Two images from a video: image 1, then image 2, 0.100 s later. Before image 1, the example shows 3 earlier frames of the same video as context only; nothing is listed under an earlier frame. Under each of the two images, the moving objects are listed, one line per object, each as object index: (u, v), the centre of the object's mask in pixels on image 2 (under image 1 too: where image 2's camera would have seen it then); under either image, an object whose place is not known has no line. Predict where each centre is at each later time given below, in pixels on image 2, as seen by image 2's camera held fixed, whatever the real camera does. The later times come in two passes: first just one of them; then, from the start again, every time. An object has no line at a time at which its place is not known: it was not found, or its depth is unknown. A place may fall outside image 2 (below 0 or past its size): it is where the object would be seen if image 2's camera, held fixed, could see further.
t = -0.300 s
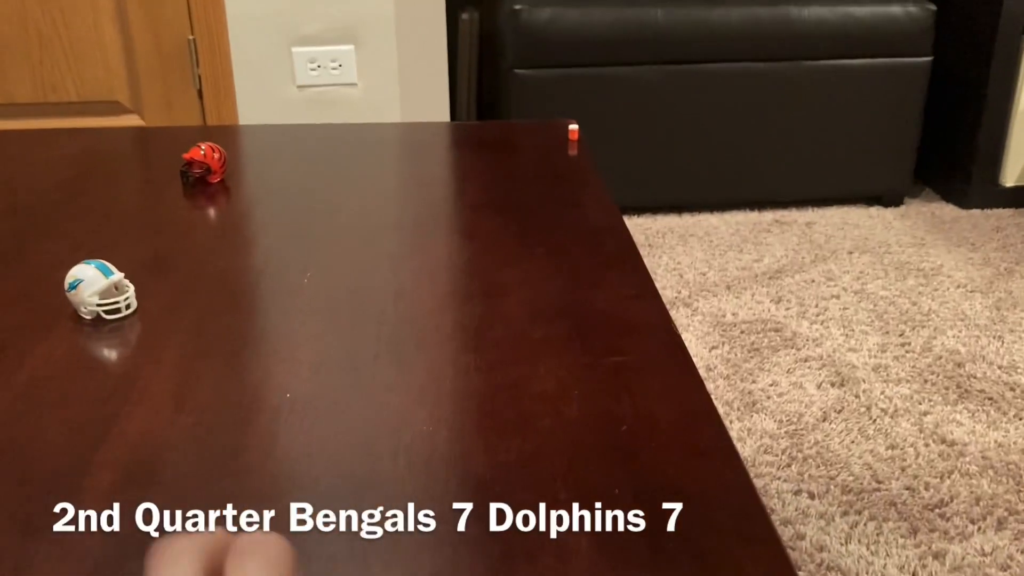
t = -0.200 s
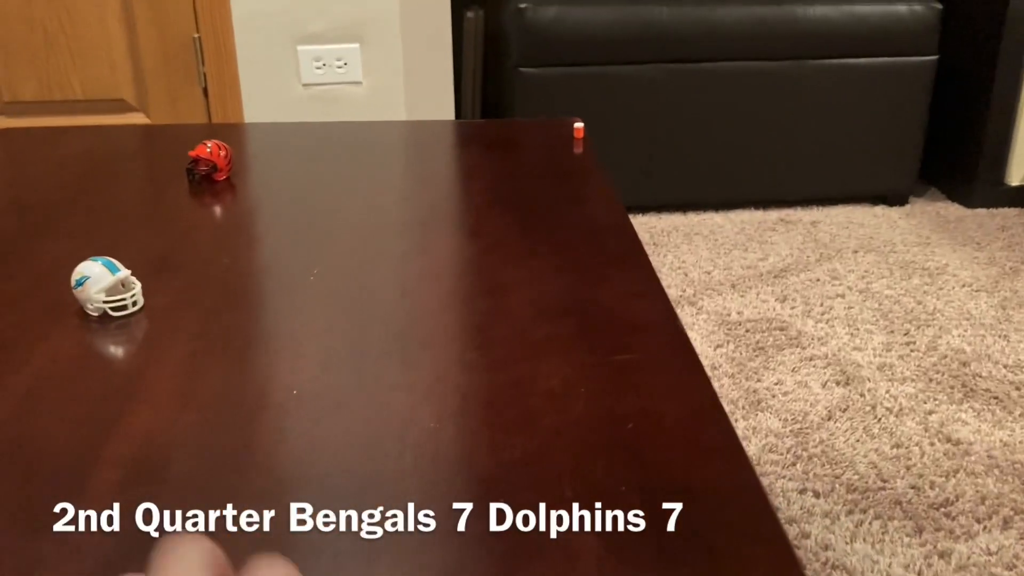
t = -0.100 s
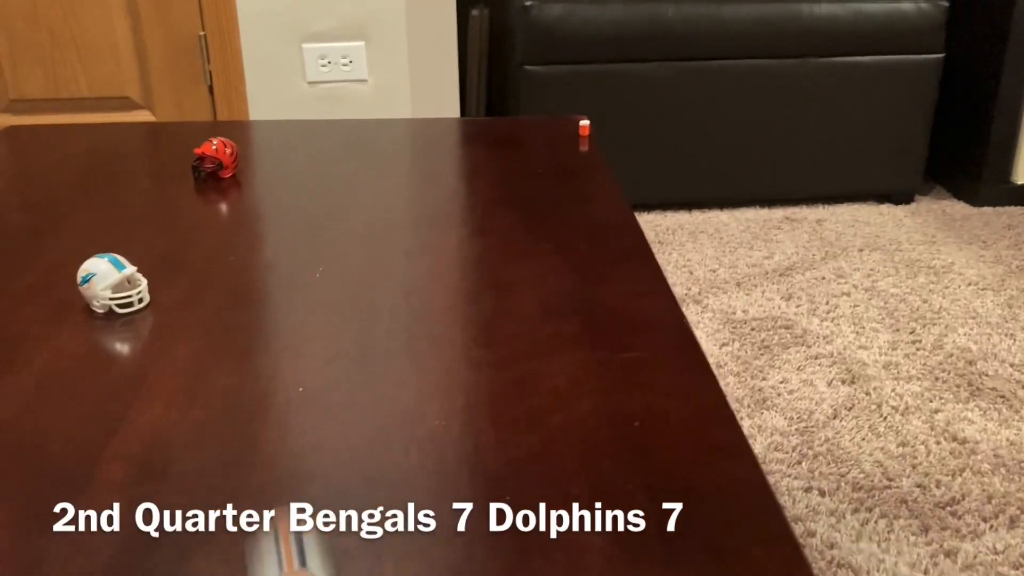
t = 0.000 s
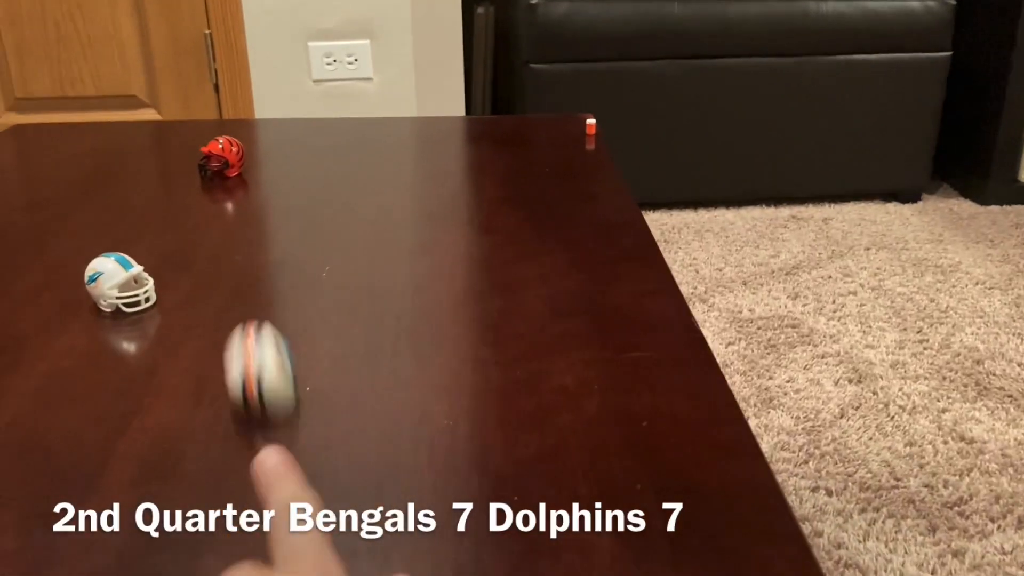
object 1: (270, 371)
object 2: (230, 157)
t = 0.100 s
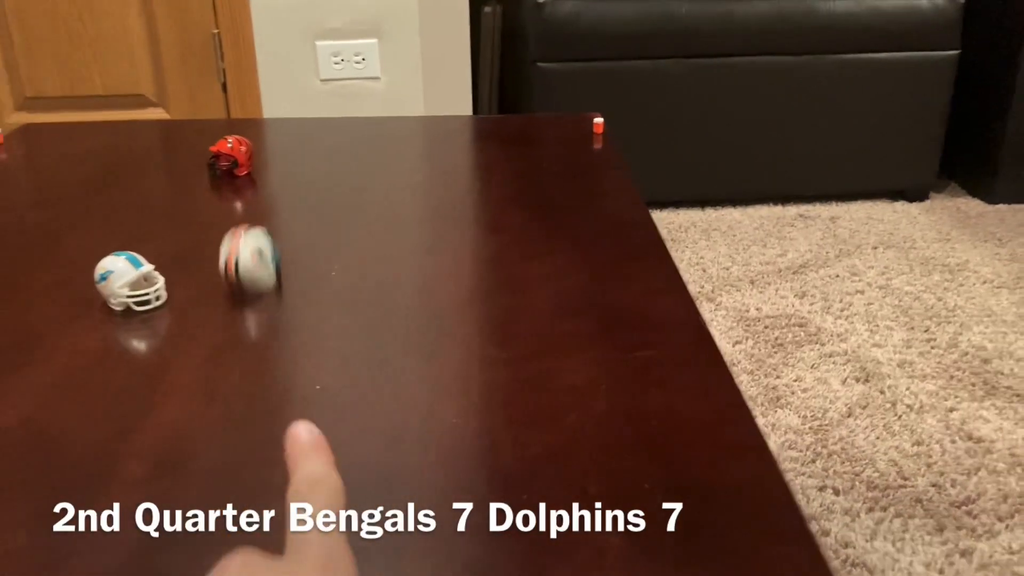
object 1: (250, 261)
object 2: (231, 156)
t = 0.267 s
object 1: (233, 168)
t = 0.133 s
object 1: (245, 235)
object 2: (232, 157)
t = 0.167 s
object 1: (241, 214)
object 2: (232, 157)
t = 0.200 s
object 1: (238, 196)
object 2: (231, 155)
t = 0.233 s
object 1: (235, 181)
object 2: (232, 147)
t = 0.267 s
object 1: (233, 168)
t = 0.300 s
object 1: (231, 159)
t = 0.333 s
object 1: (228, 156)
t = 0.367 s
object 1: (227, 155)
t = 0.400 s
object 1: (228, 148)
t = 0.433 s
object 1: (231, 142)
